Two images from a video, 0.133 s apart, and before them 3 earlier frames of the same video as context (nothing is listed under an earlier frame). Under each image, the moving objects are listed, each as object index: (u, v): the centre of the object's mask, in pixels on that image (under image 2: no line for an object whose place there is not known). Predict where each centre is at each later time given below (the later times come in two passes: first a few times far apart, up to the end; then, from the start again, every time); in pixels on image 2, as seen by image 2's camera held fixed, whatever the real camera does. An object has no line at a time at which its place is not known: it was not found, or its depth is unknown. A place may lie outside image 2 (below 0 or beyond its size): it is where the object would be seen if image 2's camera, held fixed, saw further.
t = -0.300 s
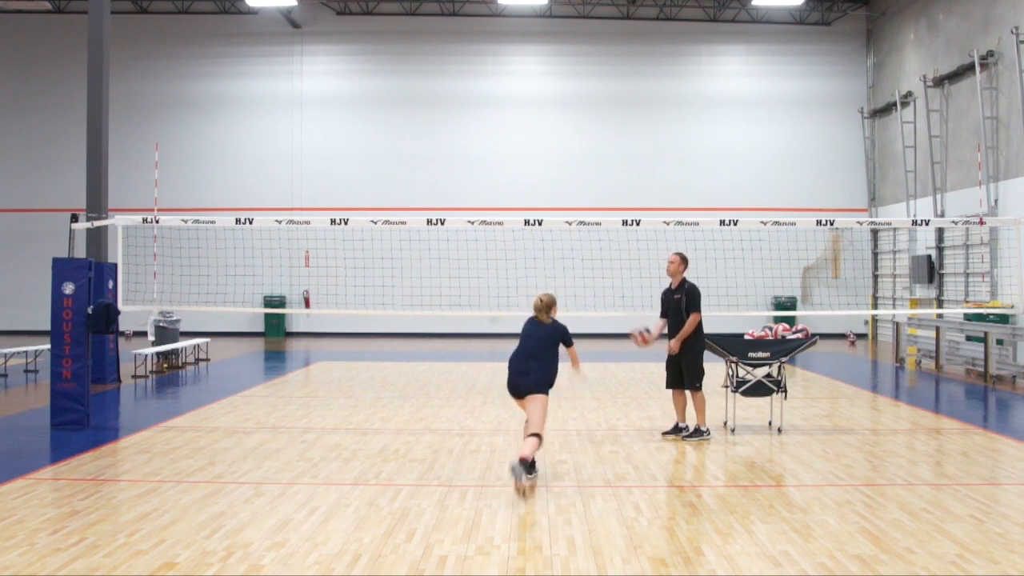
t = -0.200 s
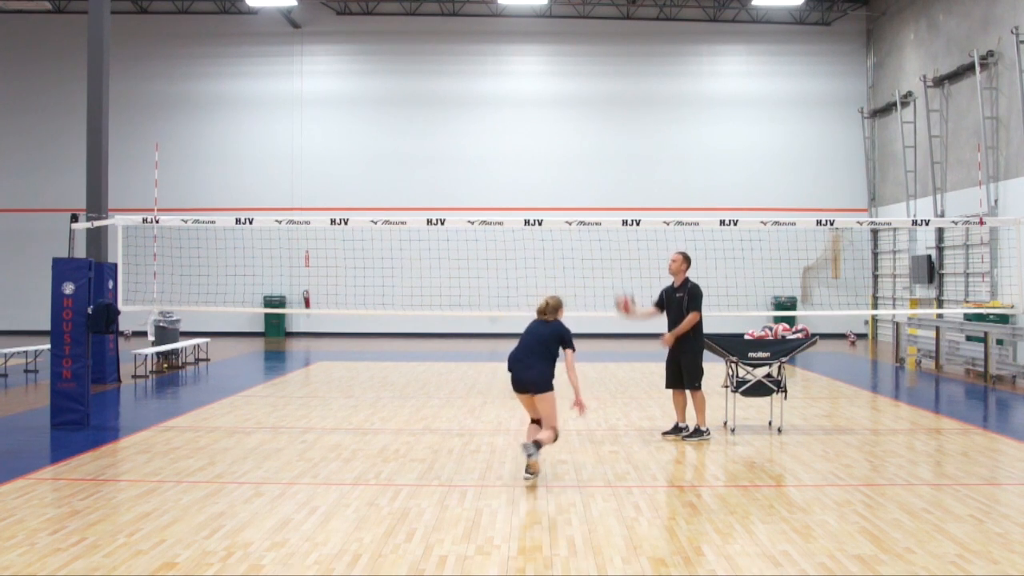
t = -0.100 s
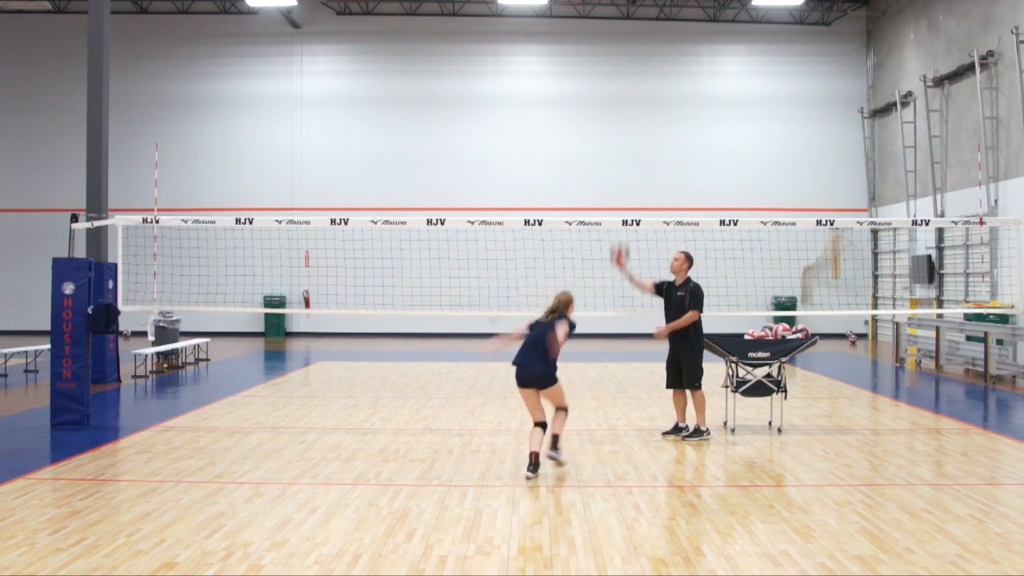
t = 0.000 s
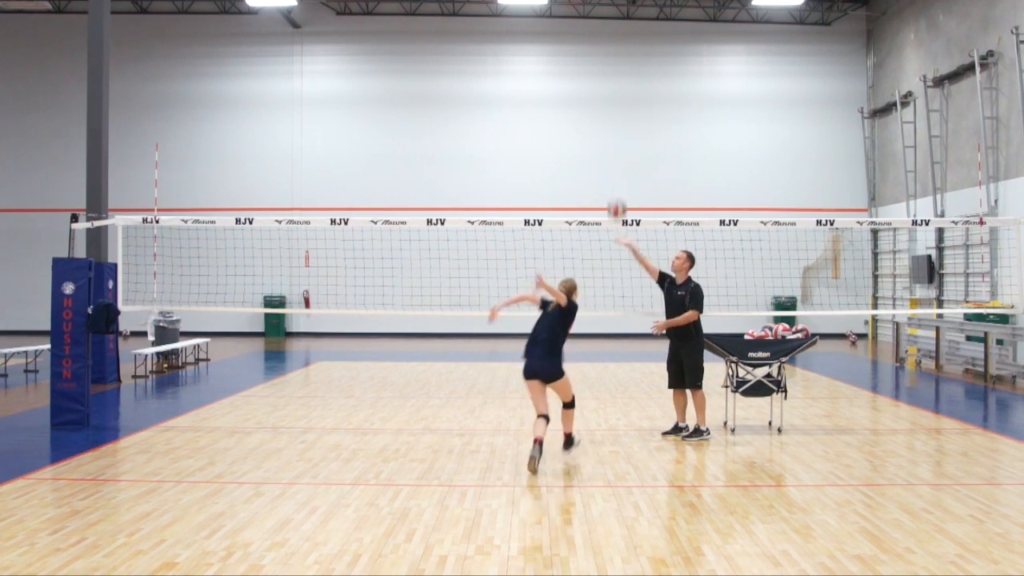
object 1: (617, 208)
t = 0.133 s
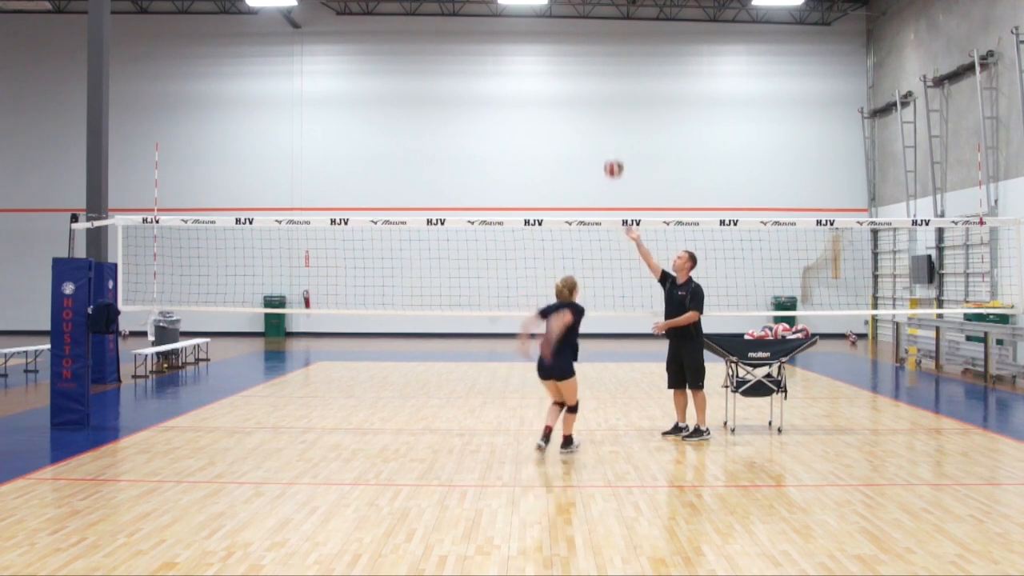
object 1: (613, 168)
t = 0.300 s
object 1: (610, 141)
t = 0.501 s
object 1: (606, 142)
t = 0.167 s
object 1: (613, 161)
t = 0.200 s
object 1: (612, 154)
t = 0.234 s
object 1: (611, 149)
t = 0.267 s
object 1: (610, 145)
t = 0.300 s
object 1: (610, 141)
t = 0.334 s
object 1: (609, 139)
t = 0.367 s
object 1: (608, 137)
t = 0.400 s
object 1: (608, 137)
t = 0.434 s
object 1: (607, 137)
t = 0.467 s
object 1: (606, 139)
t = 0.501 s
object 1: (606, 142)
